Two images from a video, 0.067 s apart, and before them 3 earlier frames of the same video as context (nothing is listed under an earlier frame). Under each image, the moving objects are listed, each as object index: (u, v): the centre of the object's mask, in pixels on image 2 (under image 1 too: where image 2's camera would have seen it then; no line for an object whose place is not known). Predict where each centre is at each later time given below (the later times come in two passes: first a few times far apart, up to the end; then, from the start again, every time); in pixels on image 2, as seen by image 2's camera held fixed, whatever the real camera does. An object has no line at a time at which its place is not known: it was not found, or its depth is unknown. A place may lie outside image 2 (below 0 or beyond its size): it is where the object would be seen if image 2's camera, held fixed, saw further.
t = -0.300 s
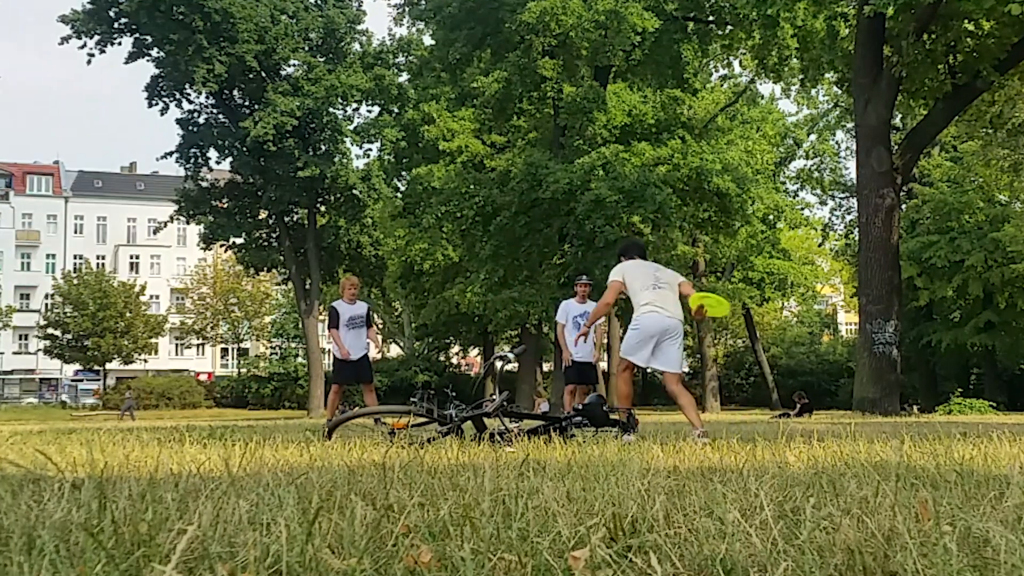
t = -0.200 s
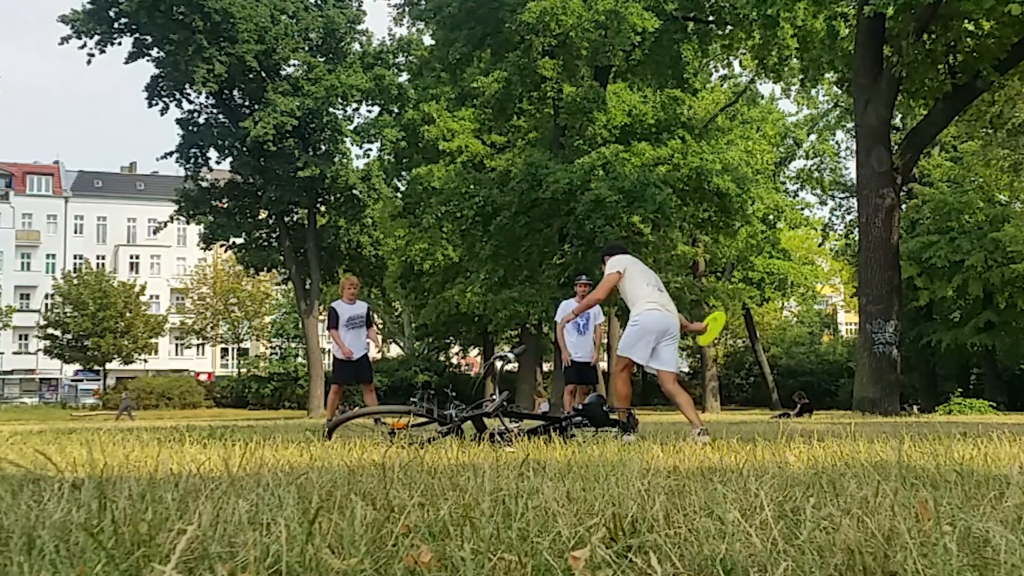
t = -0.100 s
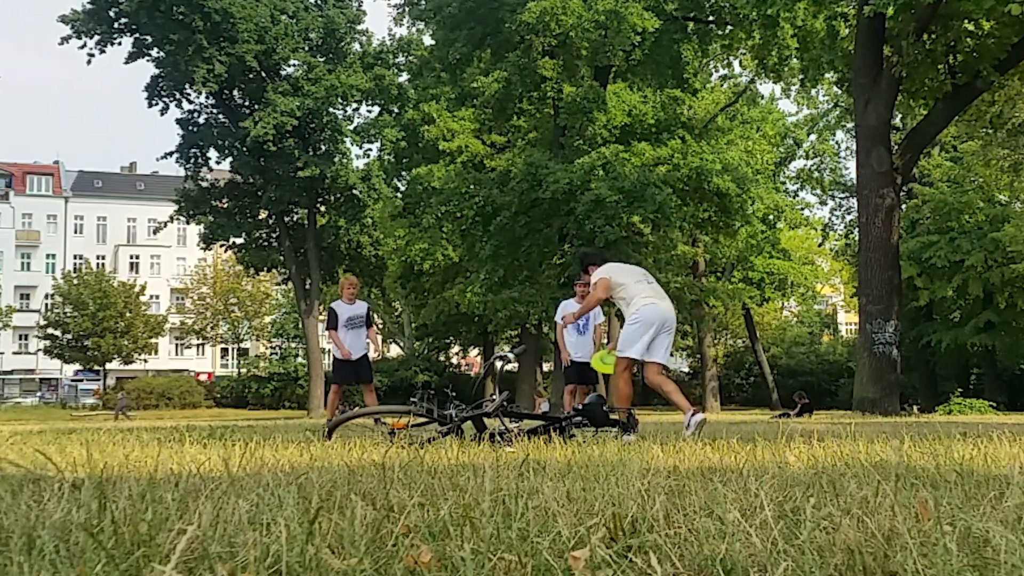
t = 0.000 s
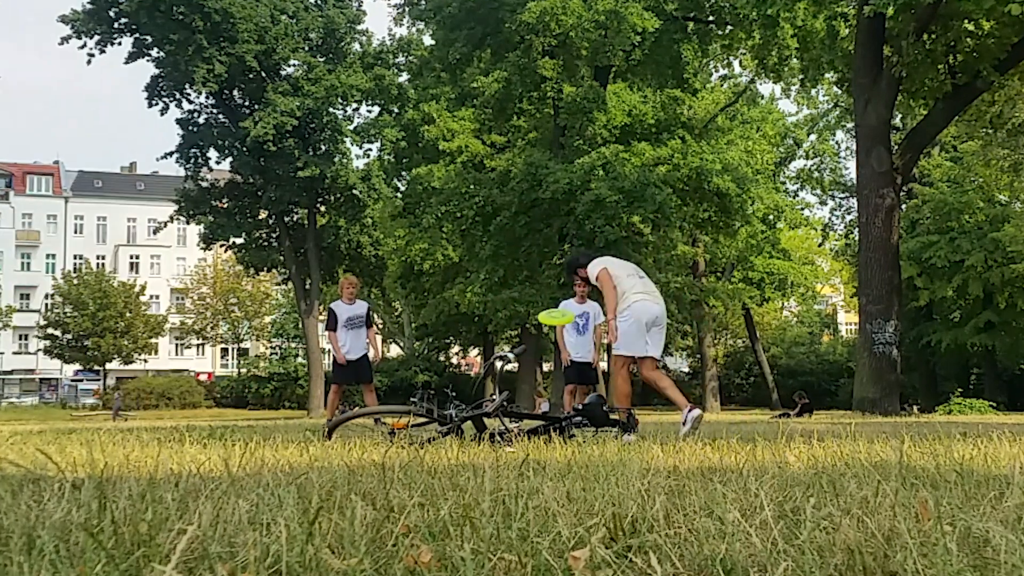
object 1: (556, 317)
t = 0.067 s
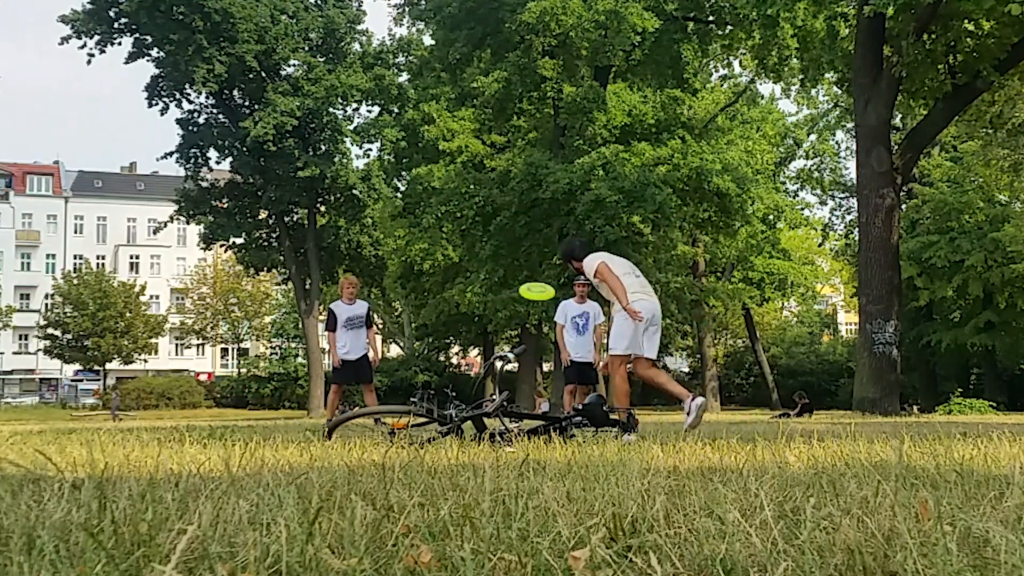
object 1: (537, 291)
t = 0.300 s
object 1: (484, 234)
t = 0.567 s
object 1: (441, 209)
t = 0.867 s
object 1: (406, 207)
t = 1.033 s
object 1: (390, 215)
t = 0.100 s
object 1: (528, 280)
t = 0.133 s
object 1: (520, 270)
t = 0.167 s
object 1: (512, 261)
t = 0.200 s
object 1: (504, 253)
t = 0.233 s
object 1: (497, 246)
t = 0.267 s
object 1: (490, 240)
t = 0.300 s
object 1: (484, 234)
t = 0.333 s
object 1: (478, 229)
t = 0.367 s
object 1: (471, 225)
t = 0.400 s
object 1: (466, 221)
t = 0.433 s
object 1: (460, 218)
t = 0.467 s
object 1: (455, 215)
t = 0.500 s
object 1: (450, 213)
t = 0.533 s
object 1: (446, 211)
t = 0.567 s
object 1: (441, 209)
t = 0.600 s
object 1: (436, 207)
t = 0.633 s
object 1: (432, 206)
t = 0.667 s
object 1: (428, 206)
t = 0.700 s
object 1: (424, 205)
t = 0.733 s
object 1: (420, 205)
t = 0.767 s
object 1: (416, 205)
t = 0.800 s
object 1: (412, 206)
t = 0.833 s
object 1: (409, 206)
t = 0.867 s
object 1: (406, 207)
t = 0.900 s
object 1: (402, 208)
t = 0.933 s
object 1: (399, 210)
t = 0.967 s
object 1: (396, 211)
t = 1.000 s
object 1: (393, 213)
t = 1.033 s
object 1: (390, 215)
